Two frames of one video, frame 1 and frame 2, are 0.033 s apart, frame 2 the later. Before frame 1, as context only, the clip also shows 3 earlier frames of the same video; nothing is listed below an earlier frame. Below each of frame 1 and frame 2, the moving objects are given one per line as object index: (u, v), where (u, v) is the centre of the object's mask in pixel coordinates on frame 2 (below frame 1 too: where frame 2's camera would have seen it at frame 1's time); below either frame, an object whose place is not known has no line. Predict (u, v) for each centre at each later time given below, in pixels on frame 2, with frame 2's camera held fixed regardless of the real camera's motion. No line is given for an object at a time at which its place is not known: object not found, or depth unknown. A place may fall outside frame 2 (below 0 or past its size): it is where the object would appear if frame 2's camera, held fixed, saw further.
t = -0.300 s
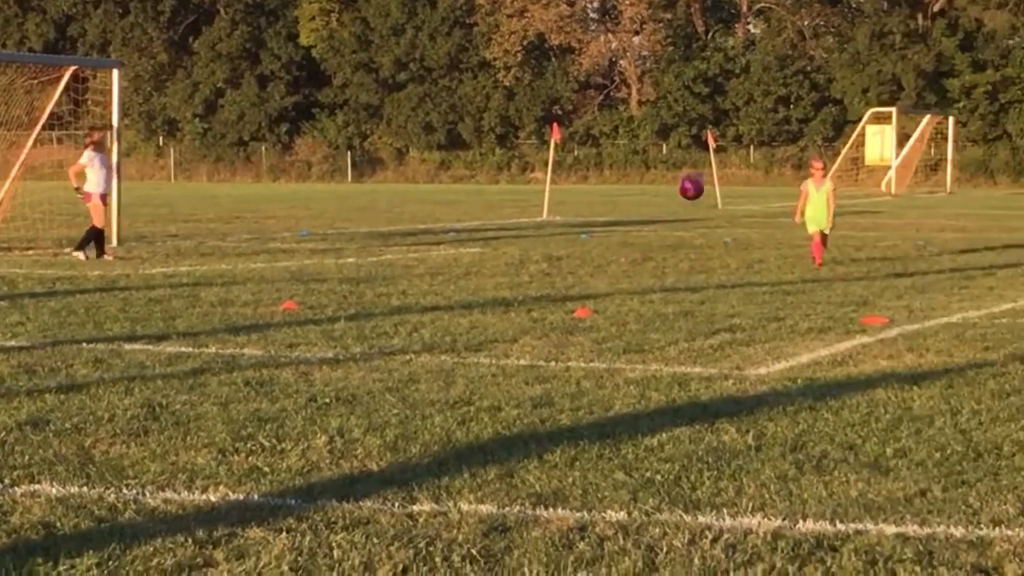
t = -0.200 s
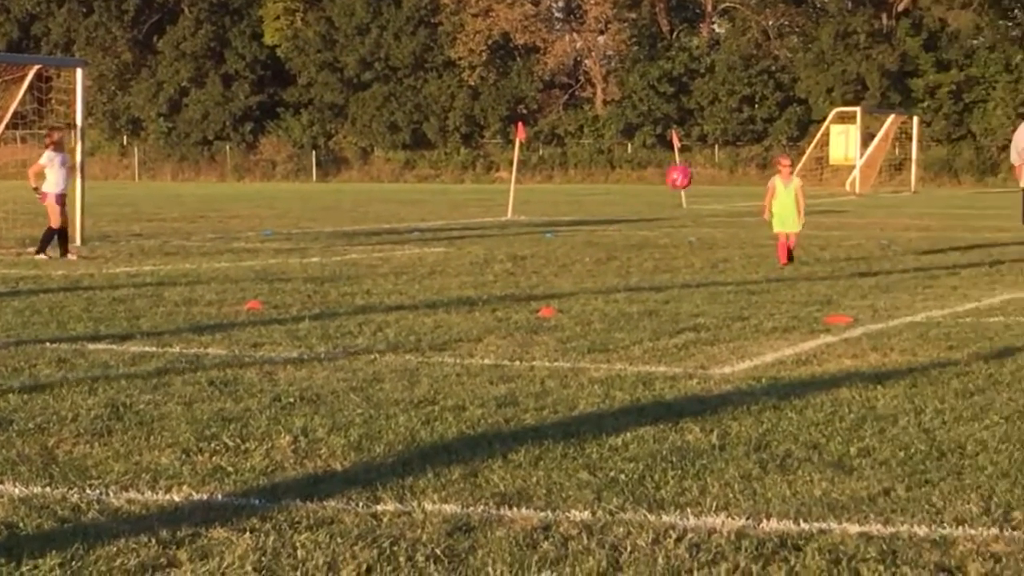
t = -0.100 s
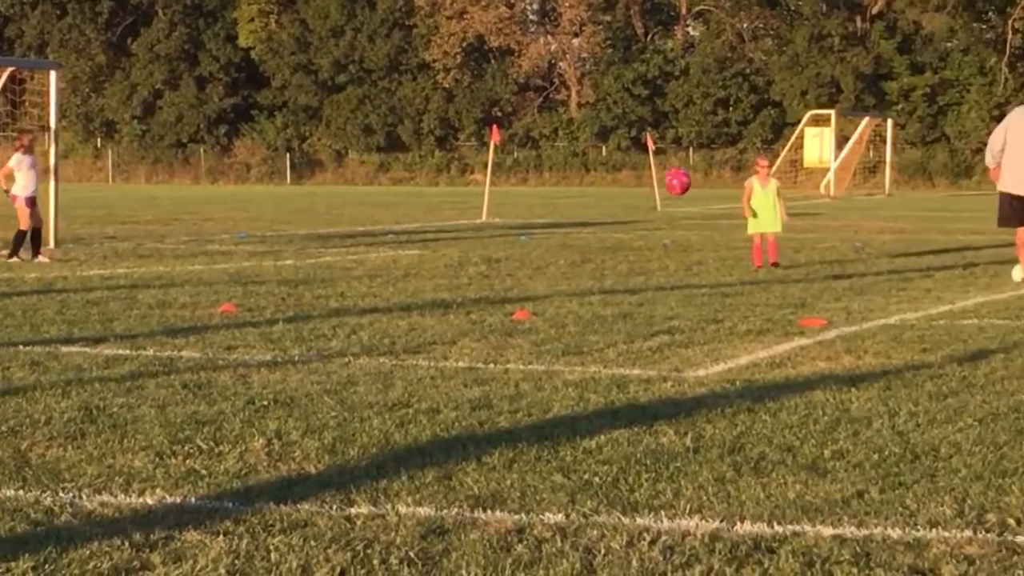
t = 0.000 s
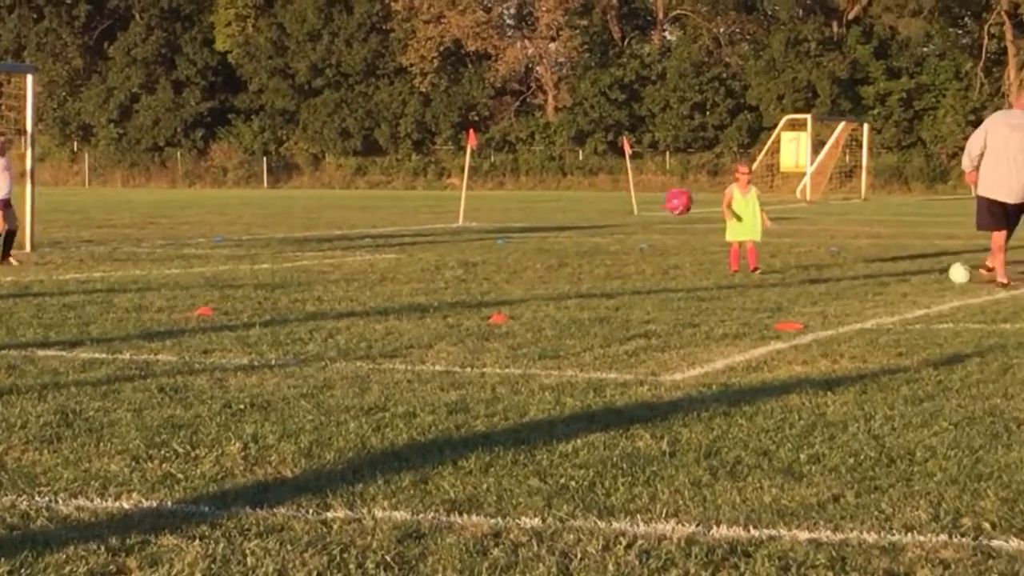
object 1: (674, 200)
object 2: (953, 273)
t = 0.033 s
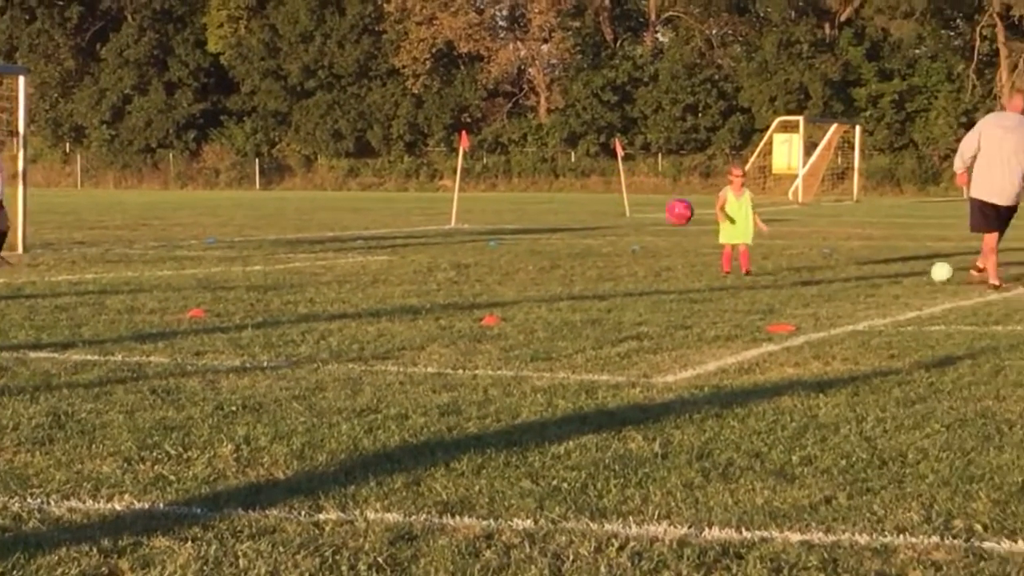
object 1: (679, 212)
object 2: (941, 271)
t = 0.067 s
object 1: (685, 223)
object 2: (927, 276)
